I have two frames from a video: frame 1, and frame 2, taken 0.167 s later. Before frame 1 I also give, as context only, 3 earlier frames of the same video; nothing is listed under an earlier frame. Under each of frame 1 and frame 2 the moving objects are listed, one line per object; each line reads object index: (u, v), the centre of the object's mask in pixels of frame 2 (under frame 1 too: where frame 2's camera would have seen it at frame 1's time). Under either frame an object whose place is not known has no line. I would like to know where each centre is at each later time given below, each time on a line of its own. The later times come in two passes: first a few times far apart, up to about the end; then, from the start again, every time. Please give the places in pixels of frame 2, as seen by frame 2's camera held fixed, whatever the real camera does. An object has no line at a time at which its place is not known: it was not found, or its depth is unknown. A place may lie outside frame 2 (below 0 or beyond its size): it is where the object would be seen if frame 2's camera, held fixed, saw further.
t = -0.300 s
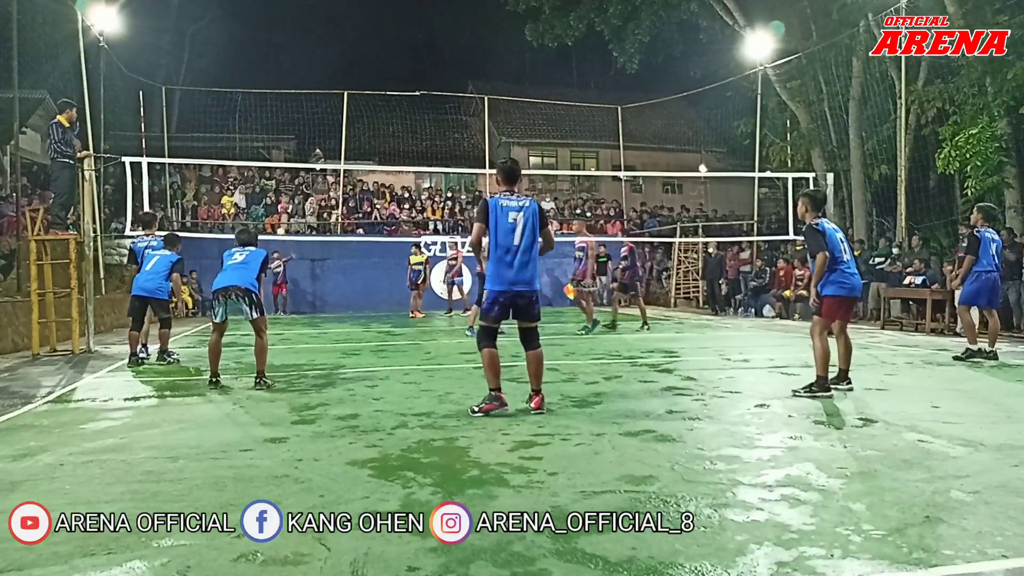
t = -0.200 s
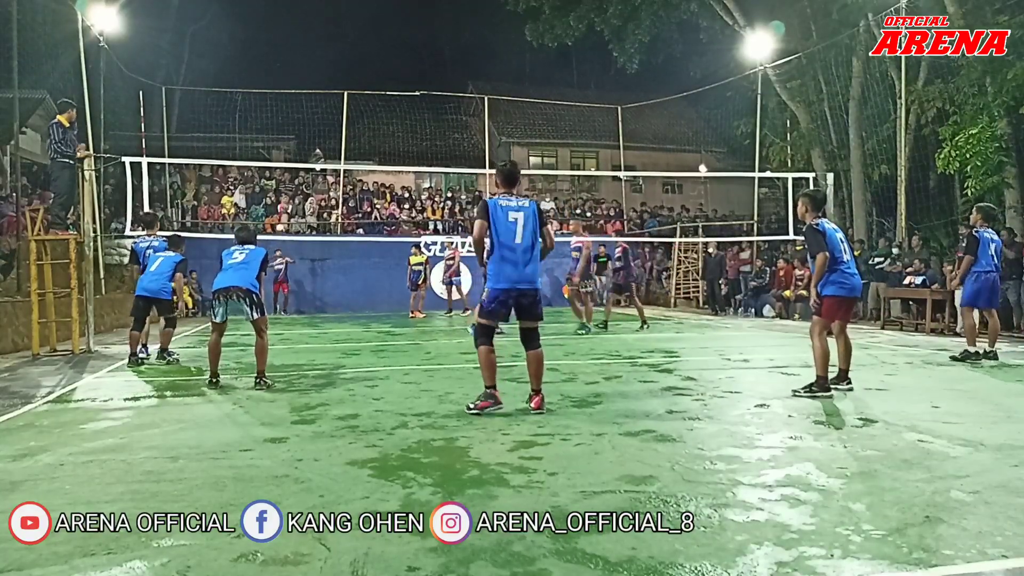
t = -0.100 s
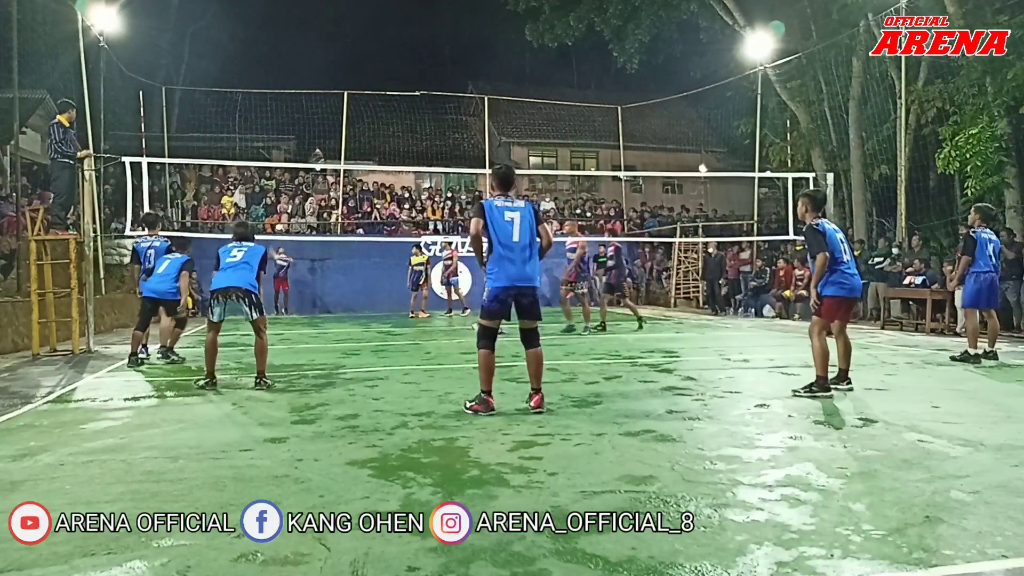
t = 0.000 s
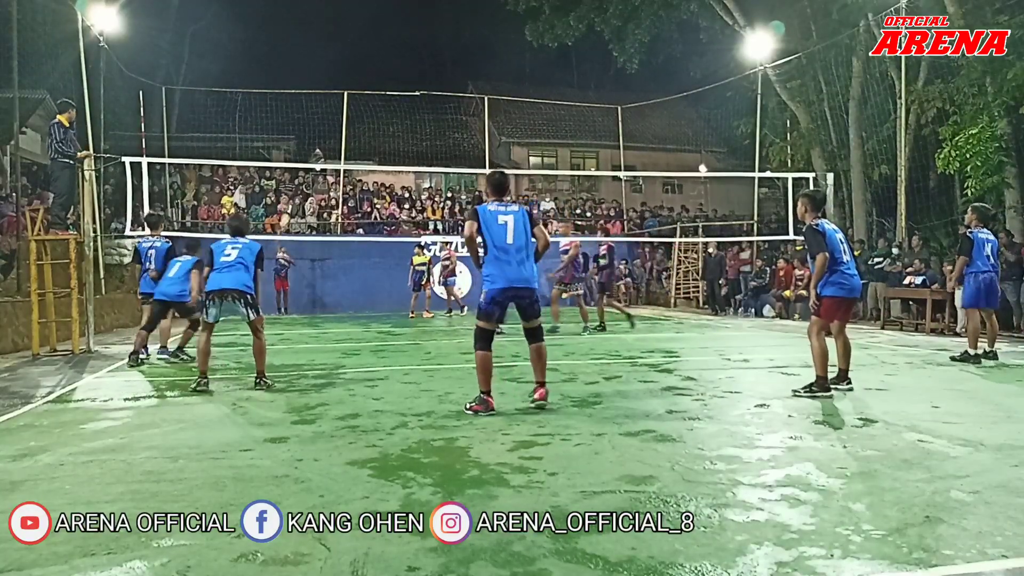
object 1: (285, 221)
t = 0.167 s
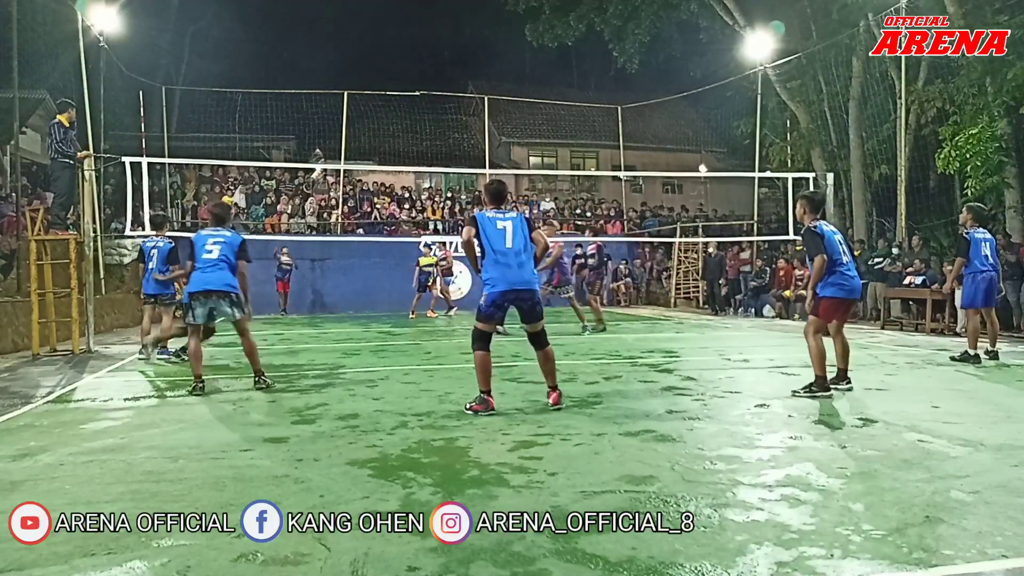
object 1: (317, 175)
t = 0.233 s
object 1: (333, 157)
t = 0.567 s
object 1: (427, 90)
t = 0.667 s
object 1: (463, 77)
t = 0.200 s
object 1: (324, 165)
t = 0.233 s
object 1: (333, 157)
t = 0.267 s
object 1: (341, 150)
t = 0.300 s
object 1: (349, 142)
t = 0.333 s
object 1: (358, 134)
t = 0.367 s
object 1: (367, 127)
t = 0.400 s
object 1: (375, 120)
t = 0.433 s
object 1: (386, 112)
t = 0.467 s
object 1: (395, 106)
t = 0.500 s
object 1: (407, 100)
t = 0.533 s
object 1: (417, 94)
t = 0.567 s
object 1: (427, 90)
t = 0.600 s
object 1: (439, 84)
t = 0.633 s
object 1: (452, 80)
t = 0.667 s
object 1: (463, 77)
